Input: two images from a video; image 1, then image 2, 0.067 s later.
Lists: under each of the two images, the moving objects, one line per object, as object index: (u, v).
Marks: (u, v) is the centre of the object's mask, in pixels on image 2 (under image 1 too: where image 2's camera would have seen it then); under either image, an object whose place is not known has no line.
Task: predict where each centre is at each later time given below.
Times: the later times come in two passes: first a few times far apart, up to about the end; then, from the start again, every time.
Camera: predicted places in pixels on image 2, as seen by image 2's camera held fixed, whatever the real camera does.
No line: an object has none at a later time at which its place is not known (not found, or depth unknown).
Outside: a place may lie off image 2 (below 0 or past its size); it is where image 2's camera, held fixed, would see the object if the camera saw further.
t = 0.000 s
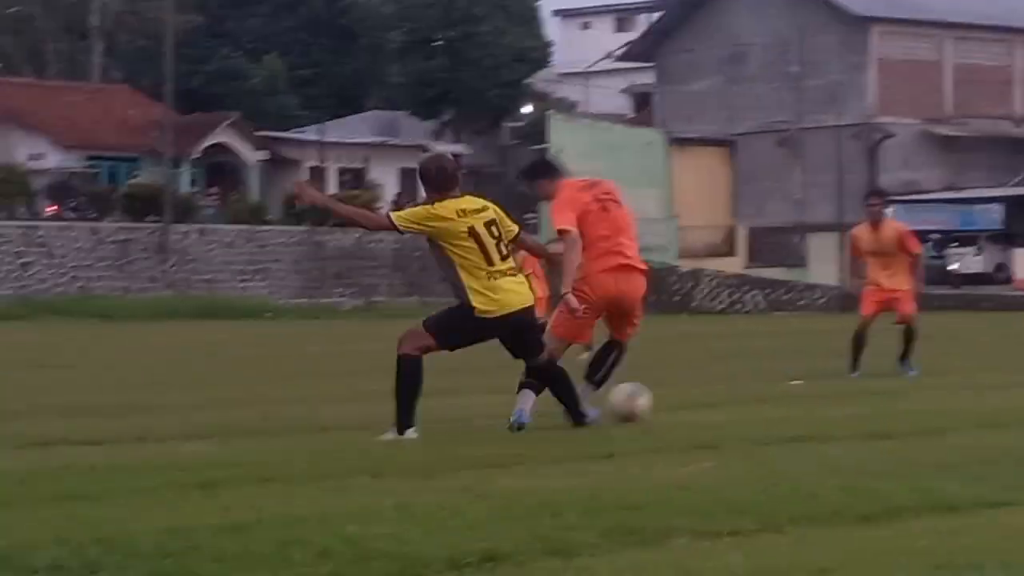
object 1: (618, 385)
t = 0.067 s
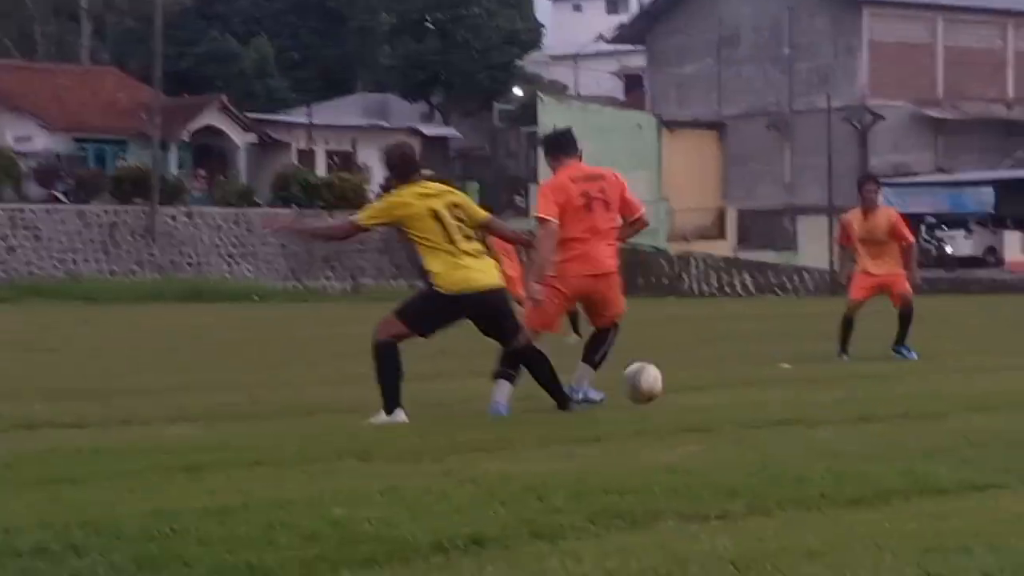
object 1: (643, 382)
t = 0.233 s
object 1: (690, 377)
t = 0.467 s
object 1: (738, 374)
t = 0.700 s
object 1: (782, 372)
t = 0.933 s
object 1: (821, 366)
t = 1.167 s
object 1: (856, 360)
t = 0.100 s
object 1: (657, 382)
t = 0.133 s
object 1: (668, 384)
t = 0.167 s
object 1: (675, 383)
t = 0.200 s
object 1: (683, 378)
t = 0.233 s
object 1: (690, 377)
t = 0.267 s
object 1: (697, 377)
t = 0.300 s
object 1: (705, 379)
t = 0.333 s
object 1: (711, 382)
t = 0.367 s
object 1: (717, 381)
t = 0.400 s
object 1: (726, 377)
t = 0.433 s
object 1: (732, 375)
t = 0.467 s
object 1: (738, 374)
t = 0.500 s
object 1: (744, 374)
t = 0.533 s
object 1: (750, 375)
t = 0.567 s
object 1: (757, 375)
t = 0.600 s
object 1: (763, 374)
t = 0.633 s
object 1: (772, 372)
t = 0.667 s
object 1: (776, 372)
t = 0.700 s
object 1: (782, 372)
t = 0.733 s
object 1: (788, 371)
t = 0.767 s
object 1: (794, 370)
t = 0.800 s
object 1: (800, 369)
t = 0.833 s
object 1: (805, 369)
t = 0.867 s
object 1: (810, 368)
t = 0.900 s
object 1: (816, 367)
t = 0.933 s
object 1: (821, 366)
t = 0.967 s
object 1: (827, 365)
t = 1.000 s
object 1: (830, 364)
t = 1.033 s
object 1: (836, 363)
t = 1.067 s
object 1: (841, 363)
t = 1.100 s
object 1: (845, 363)
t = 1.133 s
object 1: (851, 361)
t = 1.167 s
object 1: (856, 360)
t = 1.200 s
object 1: (860, 359)
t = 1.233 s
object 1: (863, 358)
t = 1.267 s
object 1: (868, 358)
